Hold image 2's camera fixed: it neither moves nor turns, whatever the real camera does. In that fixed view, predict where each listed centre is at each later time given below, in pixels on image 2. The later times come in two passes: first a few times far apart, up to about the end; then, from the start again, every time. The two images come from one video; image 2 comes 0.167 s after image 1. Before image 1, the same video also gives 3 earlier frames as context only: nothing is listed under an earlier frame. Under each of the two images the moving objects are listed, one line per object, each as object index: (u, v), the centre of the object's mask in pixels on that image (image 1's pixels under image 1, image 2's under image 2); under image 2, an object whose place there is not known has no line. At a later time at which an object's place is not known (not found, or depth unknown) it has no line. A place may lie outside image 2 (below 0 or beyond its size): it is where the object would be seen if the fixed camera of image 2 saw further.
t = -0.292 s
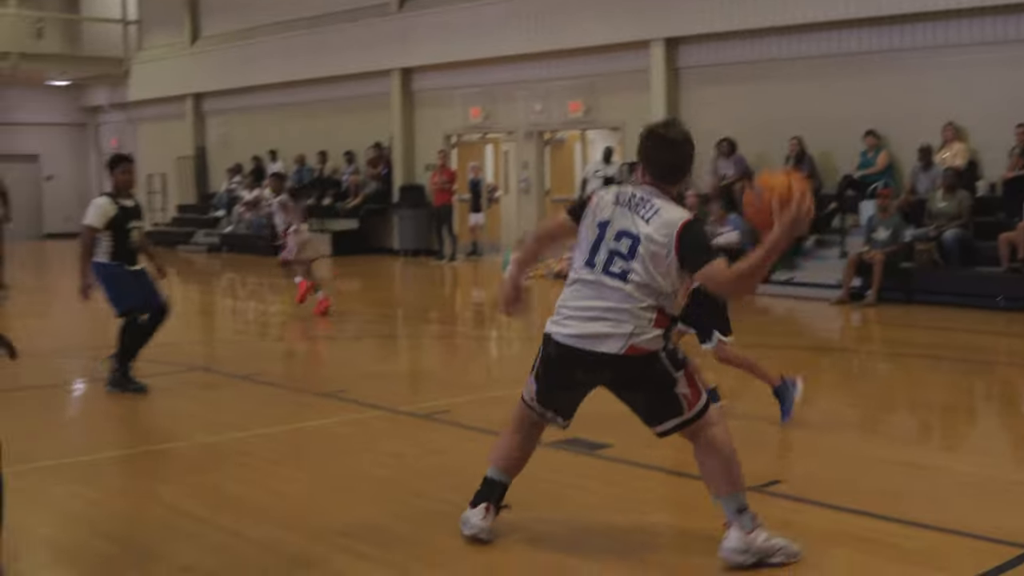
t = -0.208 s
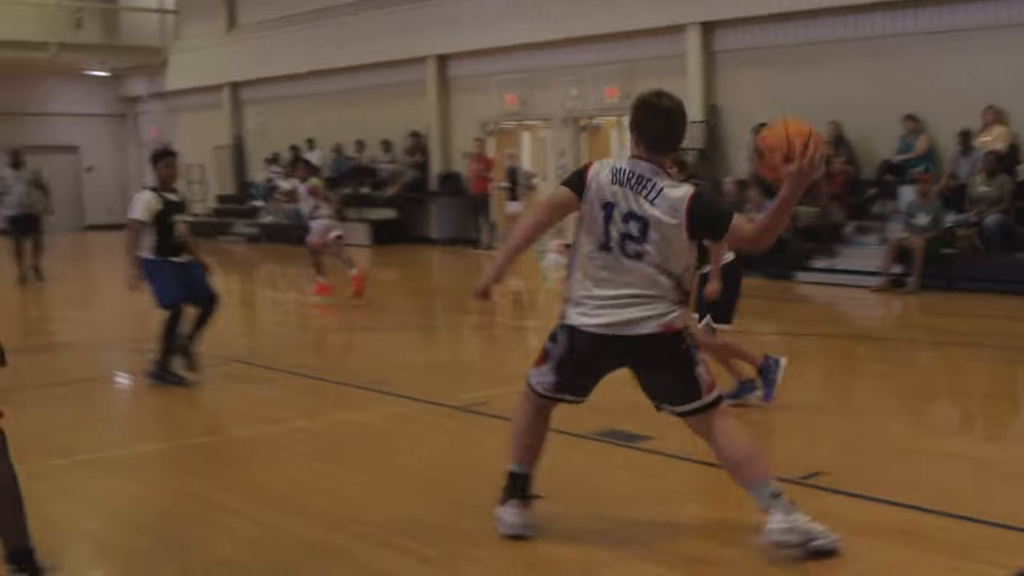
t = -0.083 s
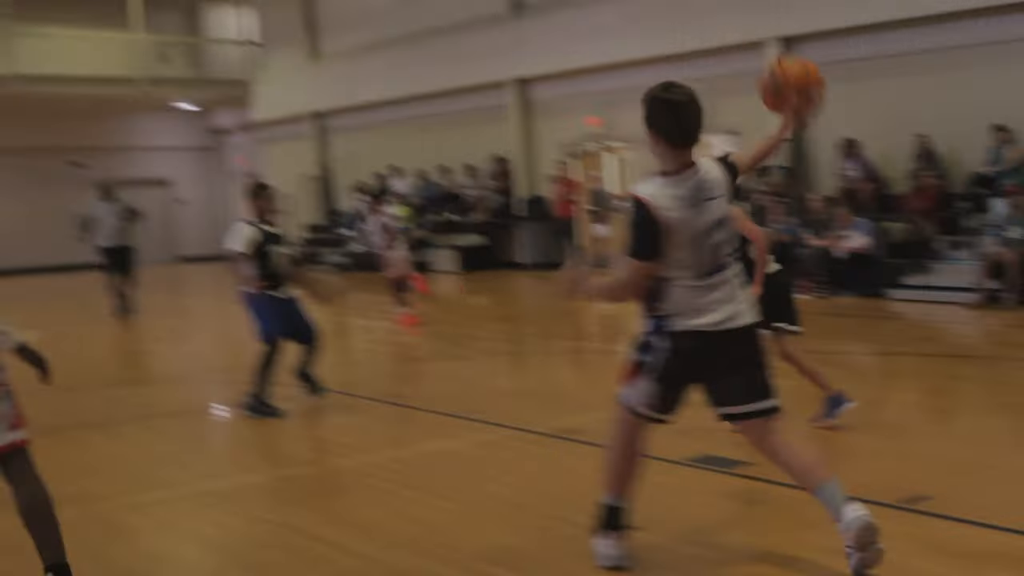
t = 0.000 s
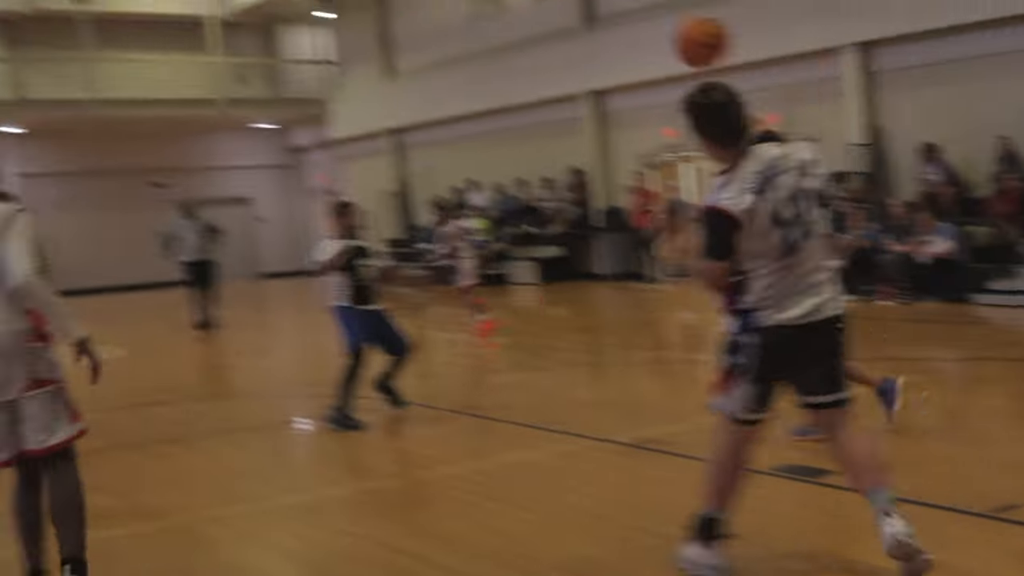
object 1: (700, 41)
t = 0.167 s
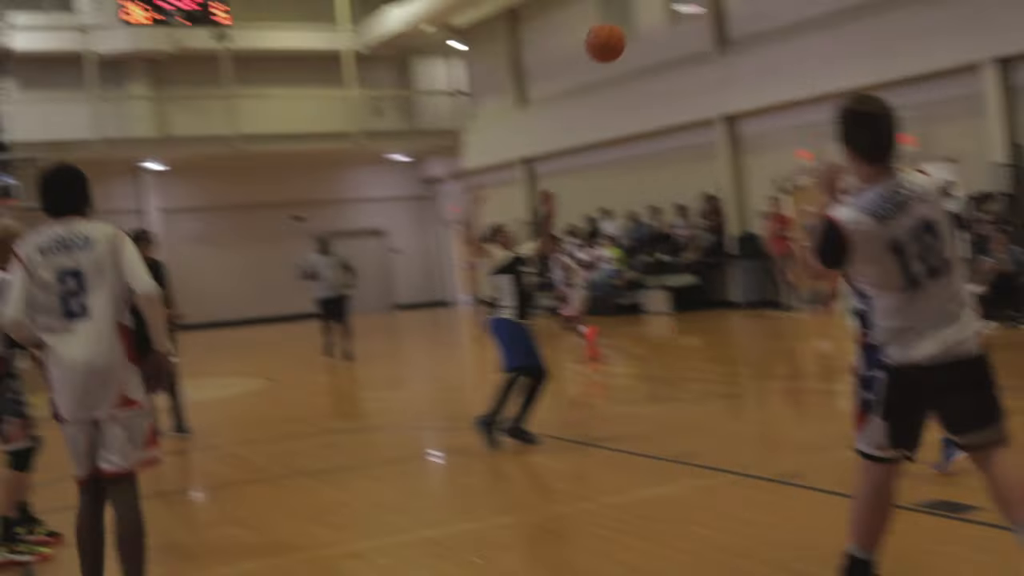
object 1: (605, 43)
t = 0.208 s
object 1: (569, 48)
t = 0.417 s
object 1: (442, 87)
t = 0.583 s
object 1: (383, 138)
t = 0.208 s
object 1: (569, 48)
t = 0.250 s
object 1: (538, 53)
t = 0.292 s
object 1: (512, 59)
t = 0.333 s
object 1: (488, 67)
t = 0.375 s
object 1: (461, 76)
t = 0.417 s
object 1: (442, 87)
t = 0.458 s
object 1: (425, 99)
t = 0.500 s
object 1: (409, 111)
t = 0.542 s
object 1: (394, 123)
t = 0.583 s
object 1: (383, 138)
